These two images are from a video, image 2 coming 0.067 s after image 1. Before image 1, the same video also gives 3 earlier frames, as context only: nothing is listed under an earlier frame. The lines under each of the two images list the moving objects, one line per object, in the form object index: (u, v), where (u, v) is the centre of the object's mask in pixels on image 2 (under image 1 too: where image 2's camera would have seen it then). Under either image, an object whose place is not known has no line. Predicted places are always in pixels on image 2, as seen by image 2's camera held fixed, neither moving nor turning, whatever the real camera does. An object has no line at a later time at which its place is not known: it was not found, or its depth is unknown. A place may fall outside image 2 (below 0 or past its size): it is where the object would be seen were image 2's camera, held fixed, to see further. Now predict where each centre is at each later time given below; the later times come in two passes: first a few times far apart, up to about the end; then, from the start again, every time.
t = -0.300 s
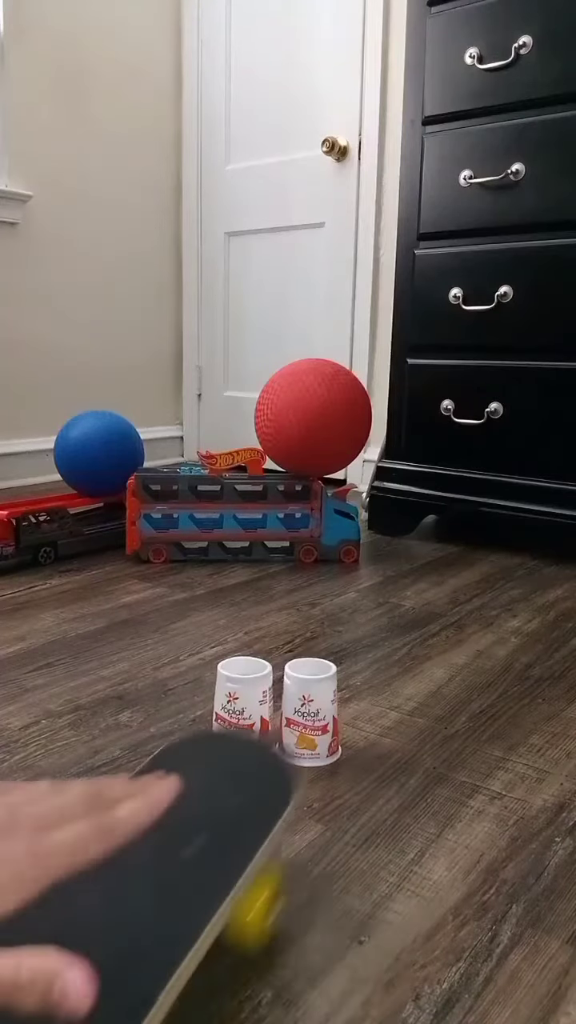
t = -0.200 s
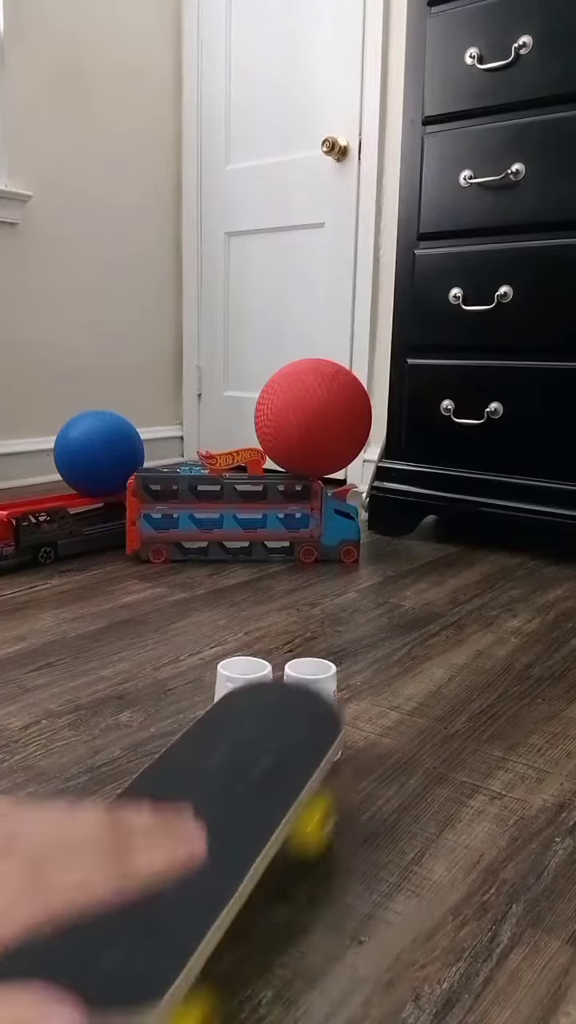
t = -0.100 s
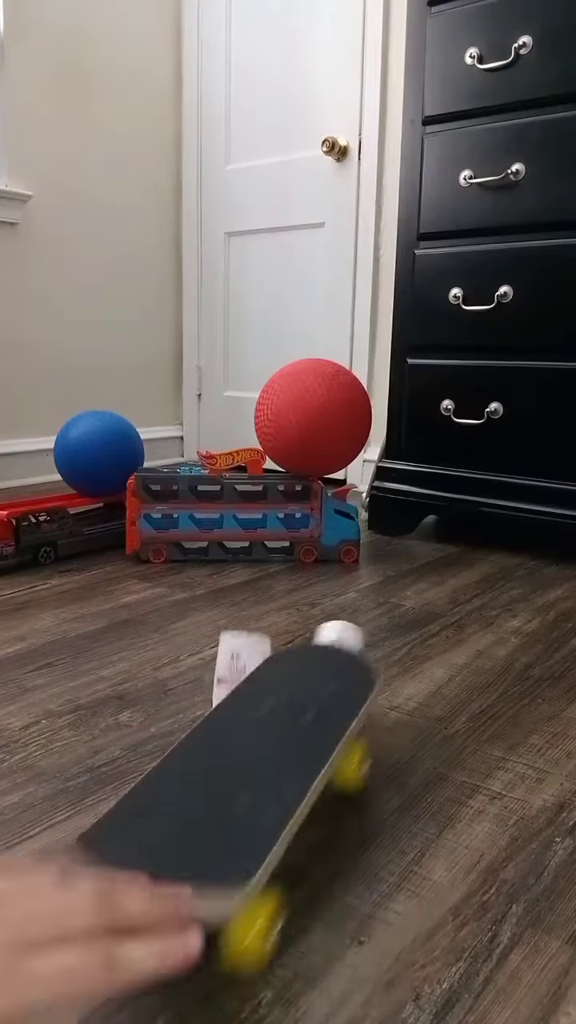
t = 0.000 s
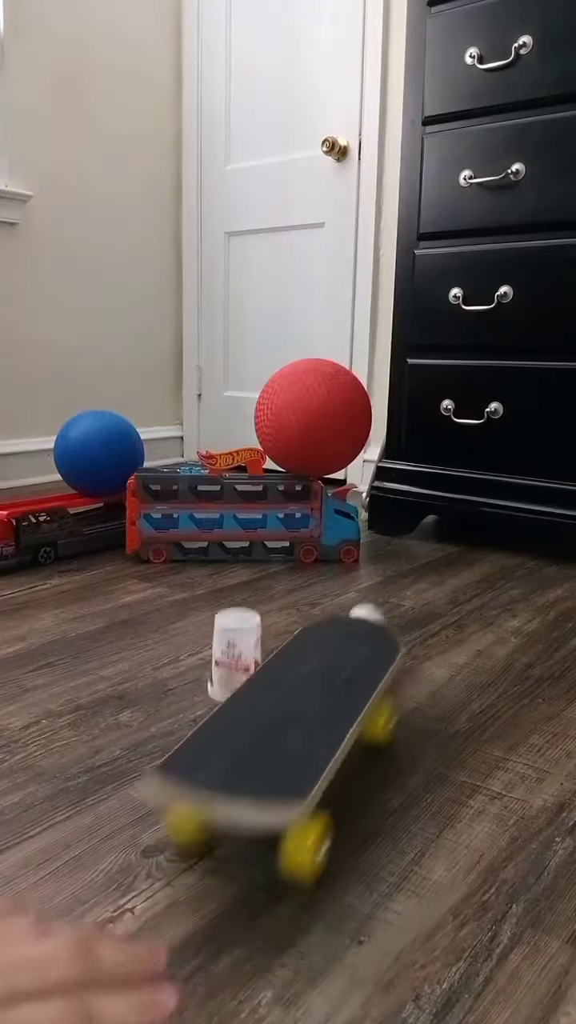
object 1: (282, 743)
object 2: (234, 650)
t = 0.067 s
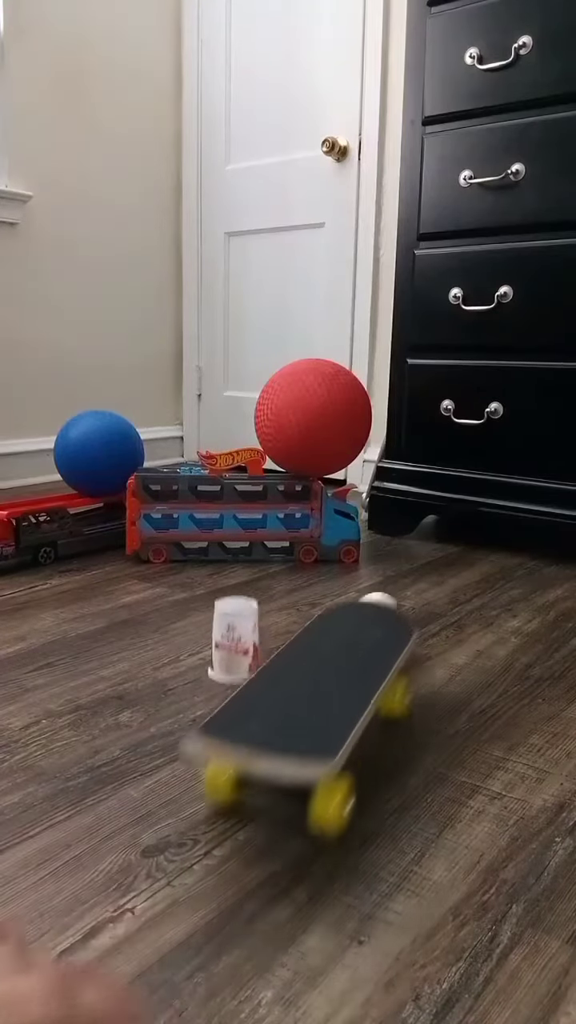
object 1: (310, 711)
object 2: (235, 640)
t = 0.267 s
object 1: (364, 650)
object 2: (238, 614)
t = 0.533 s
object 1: (408, 597)
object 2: (239, 610)
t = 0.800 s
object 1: (432, 570)
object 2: (239, 610)
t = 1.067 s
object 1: (447, 552)
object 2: (239, 610)
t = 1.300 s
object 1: (449, 549)
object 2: (239, 610)
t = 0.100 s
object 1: (321, 699)
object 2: (235, 633)
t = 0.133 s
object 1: (330, 690)
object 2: (236, 628)
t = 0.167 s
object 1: (339, 678)
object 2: (236, 624)
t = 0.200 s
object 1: (348, 668)
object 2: (237, 620)
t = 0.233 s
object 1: (356, 659)
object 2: (238, 617)
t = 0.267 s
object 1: (364, 650)
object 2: (238, 614)
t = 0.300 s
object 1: (371, 642)
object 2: (239, 612)
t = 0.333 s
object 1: (377, 635)
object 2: (239, 611)
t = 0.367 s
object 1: (382, 628)
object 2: (239, 610)
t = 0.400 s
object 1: (388, 622)
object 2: (239, 610)
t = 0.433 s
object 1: (393, 617)
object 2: (239, 610)
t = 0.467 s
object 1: (400, 606)
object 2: (239, 610)
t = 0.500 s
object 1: (403, 602)
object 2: (239, 610)
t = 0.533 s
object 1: (408, 597)
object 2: (239, 610)
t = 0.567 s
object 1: (411, 593)
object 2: (239, 610)
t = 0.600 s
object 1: (414, 590)
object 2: (239, 610)
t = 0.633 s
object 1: (418, 587)
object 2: (239, 610)
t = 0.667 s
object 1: (421, 583)
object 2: (239, 610)
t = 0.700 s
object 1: (424, 580)
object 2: (239, 610)
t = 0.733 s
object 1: (427, 576)
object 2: (239, 610)
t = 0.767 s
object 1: (430, 573)
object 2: (239, 610)
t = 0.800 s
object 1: (432, 570)
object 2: (239, 610)
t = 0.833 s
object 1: (434, 567)
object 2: (239, 610)
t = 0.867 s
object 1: (437, 564)
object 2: (239, 610)
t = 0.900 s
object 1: (439, 562)
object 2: (239, 610)
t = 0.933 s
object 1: (441, 560)
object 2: (239, 610)
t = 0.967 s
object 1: (443, 557)
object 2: (239, 610)
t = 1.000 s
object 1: (444, 556)
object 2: (239, 610)
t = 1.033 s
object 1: (446, 554)
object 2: (239, 610)
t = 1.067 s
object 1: (447, 552)
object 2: (239, 610)
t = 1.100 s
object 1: (448, 550)
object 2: (239, 610)
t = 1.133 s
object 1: (448, 549)
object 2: (239, 610)
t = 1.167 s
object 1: (447, 550)
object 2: (239, 610)
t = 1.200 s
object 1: (448, 549)
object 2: (239, 610)
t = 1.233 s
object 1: (448, 549)
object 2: (239, 610)
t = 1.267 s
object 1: (448, 549)
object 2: (239, 610)
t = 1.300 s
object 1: (449, 549)
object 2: (239, 610)
